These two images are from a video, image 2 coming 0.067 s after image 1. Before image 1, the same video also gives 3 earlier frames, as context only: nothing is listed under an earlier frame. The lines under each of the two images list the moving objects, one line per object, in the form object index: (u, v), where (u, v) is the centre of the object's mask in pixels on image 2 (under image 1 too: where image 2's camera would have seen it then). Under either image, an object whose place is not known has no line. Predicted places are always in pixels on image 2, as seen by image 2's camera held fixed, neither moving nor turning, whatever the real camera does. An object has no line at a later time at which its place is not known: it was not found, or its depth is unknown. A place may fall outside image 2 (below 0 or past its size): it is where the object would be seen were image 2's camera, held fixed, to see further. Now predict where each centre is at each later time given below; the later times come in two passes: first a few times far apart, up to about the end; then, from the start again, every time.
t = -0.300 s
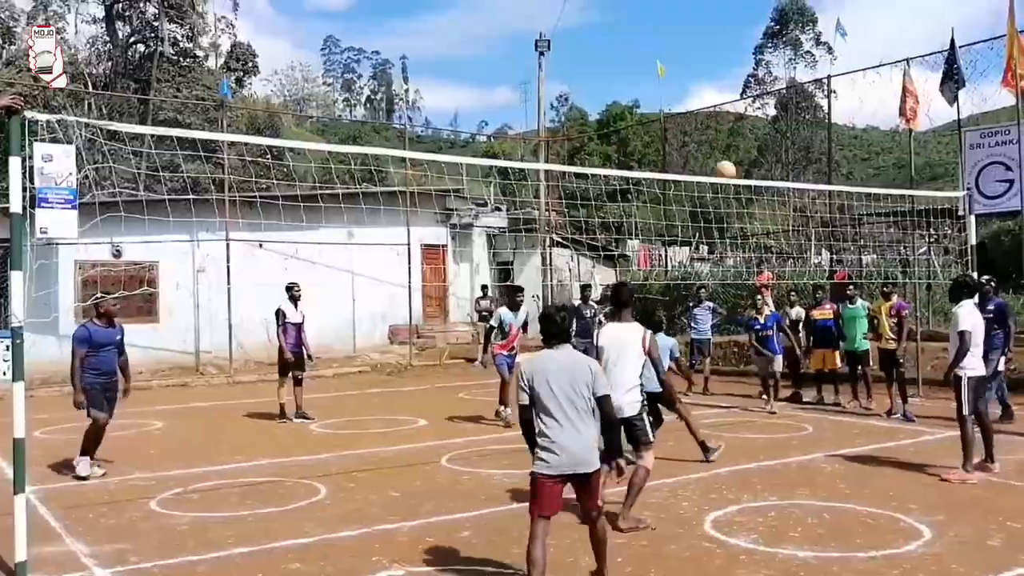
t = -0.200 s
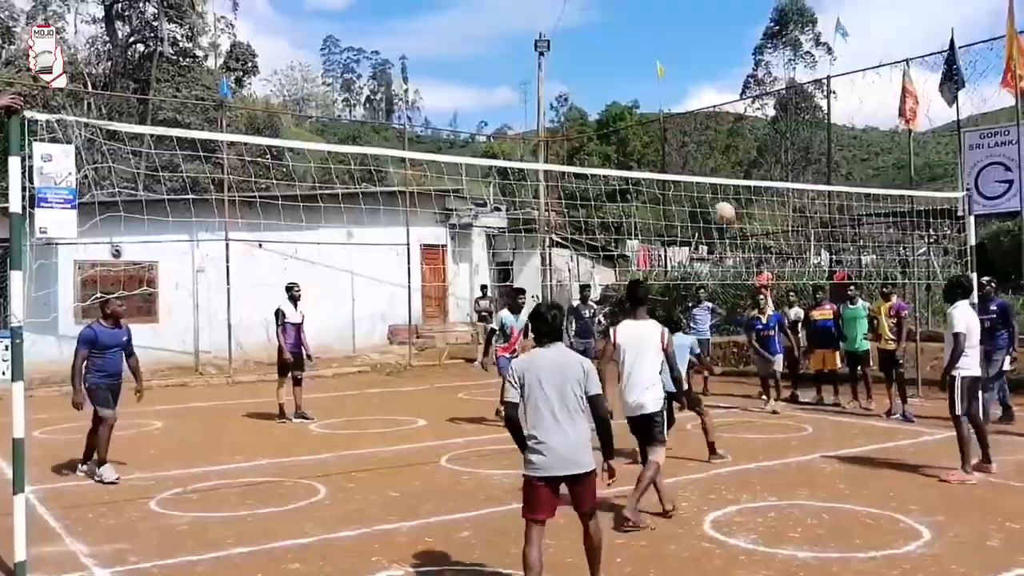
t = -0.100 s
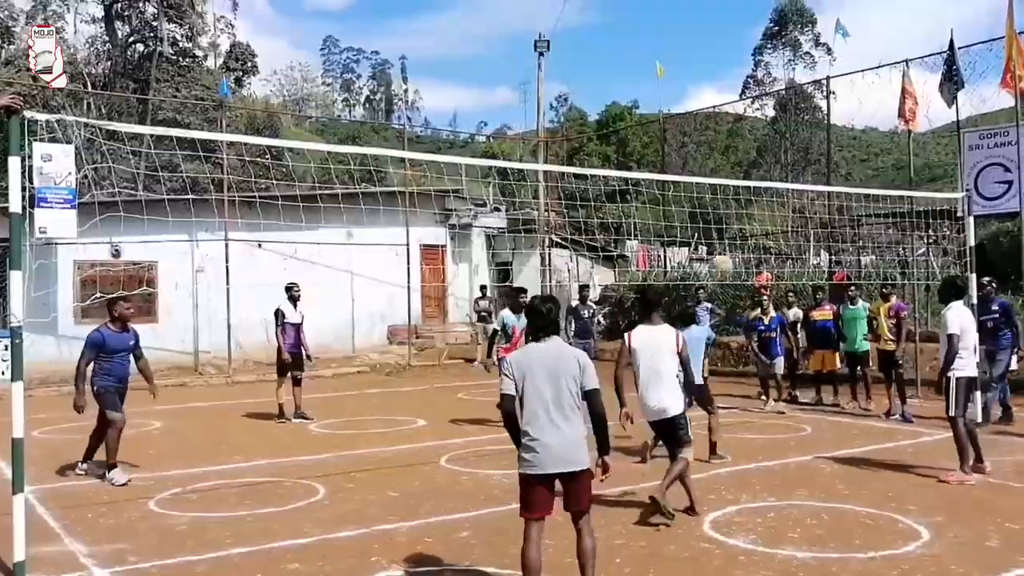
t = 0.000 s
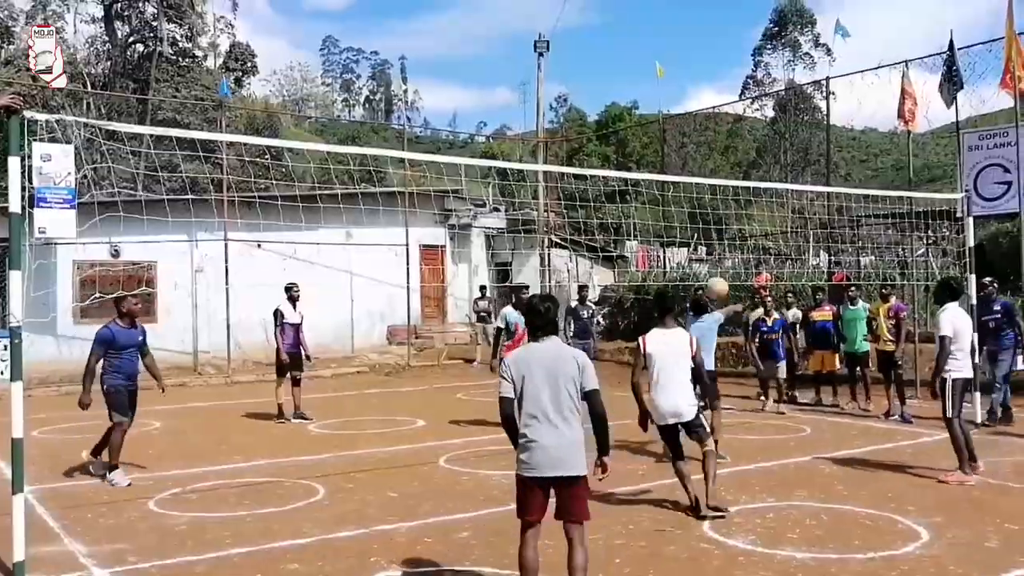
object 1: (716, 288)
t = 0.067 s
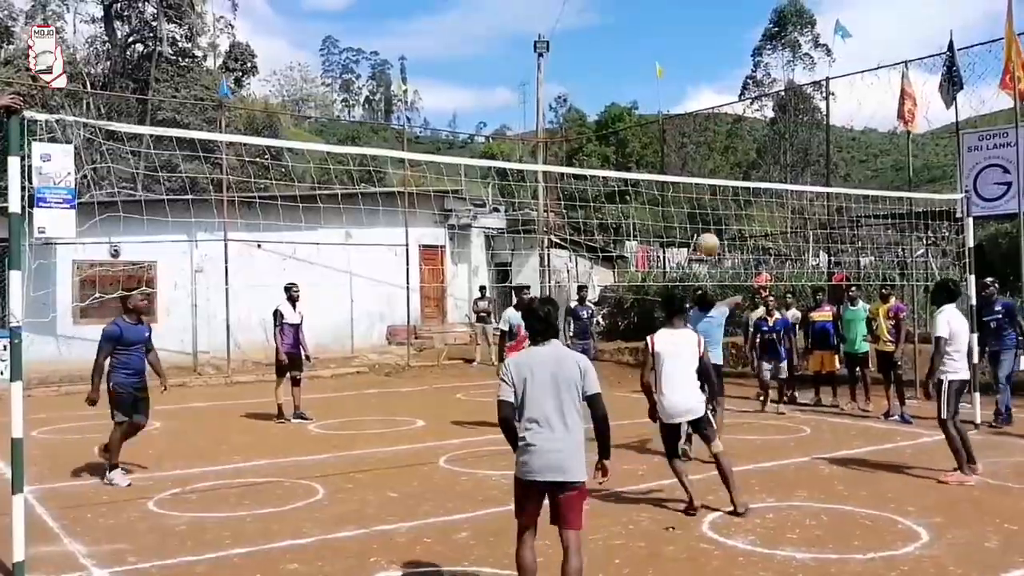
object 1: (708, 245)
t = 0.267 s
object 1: (679, 138)
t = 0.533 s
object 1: (644, 59)
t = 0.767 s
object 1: (611, 50)
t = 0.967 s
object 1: (584, 92)
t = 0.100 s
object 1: (704, 224)
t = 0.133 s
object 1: (699, 204)
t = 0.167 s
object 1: (696, 185)
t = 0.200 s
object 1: (691, 168)
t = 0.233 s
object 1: (685, 154)
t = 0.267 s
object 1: (679, 138)
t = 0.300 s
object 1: (676, 125)
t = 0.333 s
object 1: (674, 109)
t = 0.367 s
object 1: (667, 101)
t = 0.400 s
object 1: (662, 89)
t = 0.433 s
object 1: (658, 79)
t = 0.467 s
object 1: (654, 72)
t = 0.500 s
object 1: (648, 65)
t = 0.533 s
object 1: (644, 59)
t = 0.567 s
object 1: (639, 54)
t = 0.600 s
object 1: (634, 50)
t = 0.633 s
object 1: (630, 48)
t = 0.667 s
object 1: (625, 47)
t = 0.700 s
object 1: (621, 47)
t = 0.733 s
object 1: (616, 48)
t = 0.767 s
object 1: (611, 50)
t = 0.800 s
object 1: (607, 54)
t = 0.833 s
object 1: (602, 59)
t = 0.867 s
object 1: (598, 65)
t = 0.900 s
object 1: (593, 73)
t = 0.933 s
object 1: (588, 81)
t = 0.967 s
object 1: (584, 92)
